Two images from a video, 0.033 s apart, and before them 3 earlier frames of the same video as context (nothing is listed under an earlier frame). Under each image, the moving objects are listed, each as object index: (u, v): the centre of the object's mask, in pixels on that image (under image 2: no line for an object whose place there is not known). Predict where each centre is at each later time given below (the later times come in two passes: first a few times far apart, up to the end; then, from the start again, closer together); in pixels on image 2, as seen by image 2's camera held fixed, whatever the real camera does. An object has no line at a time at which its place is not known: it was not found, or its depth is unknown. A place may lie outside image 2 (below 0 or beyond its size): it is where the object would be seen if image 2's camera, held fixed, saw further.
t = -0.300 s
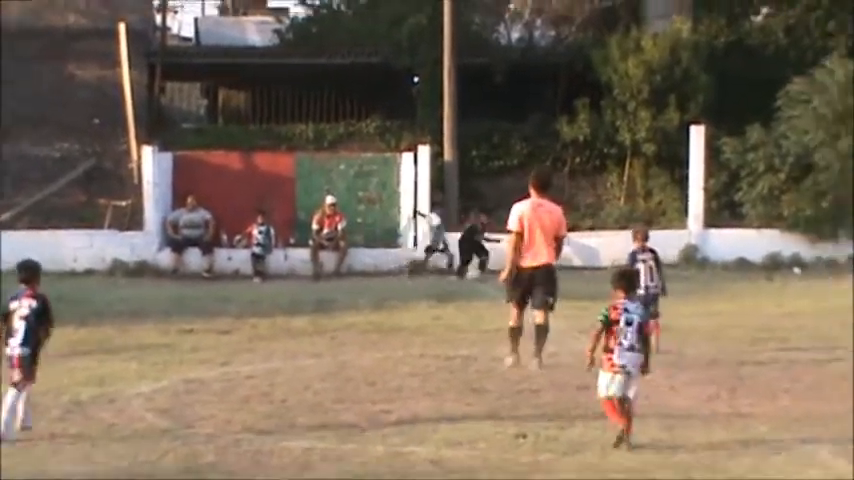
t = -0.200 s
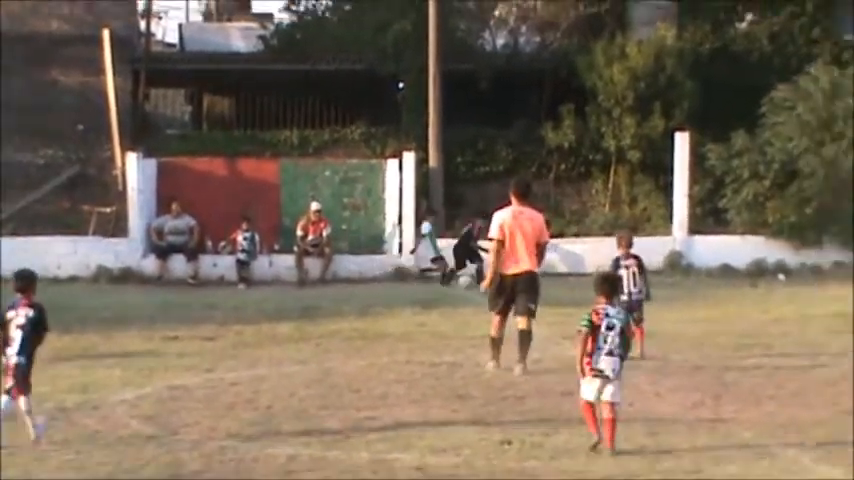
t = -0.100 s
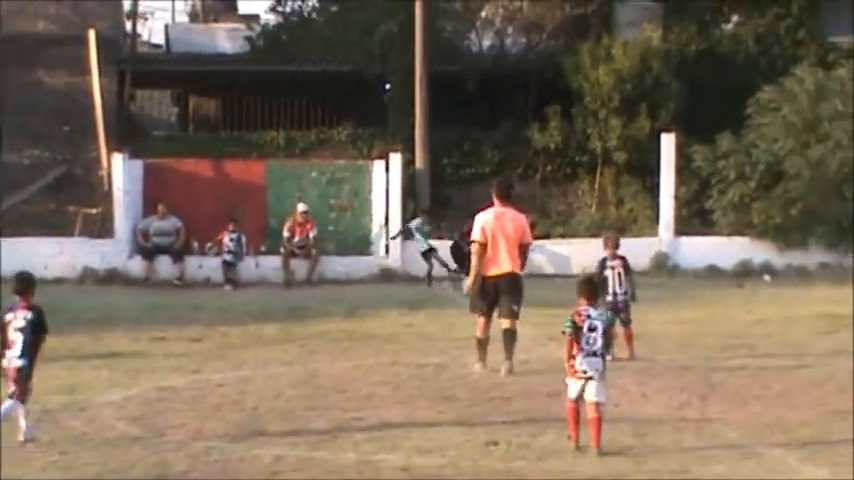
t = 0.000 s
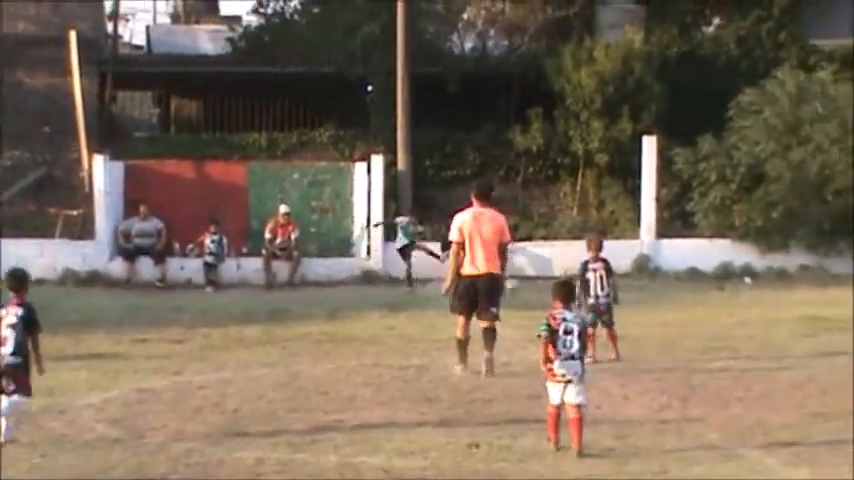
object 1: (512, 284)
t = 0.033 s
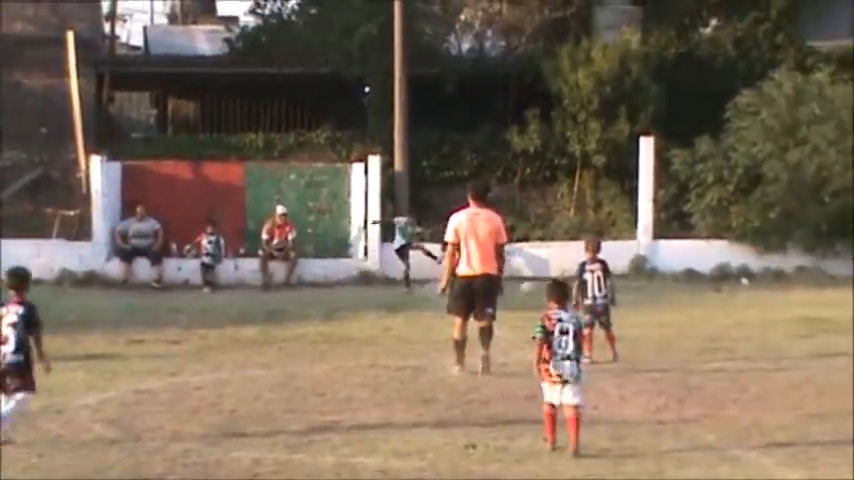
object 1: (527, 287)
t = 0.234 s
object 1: (628, 286)
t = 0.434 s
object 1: (716, 288)
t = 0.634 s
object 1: (799, 297)
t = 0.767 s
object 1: (852, 291)
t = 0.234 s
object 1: (628, 286)
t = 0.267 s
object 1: (644, 288)
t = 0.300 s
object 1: (659, 289)
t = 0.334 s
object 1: (674, 291)
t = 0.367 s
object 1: (689, 292)
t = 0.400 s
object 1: (702, 290)
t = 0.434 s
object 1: (716, 288)
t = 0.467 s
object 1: (729, 287)
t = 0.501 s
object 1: (743, 287)
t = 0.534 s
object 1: (758, 289)
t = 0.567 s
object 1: (771, 290)
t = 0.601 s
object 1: (786, 293)
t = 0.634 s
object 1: (799, 297)
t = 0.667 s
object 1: (811, 296)
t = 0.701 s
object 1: (825, 293)
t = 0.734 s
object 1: (839, 292)
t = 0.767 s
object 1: (852, 291)
